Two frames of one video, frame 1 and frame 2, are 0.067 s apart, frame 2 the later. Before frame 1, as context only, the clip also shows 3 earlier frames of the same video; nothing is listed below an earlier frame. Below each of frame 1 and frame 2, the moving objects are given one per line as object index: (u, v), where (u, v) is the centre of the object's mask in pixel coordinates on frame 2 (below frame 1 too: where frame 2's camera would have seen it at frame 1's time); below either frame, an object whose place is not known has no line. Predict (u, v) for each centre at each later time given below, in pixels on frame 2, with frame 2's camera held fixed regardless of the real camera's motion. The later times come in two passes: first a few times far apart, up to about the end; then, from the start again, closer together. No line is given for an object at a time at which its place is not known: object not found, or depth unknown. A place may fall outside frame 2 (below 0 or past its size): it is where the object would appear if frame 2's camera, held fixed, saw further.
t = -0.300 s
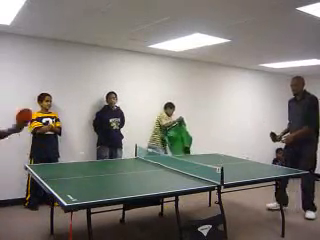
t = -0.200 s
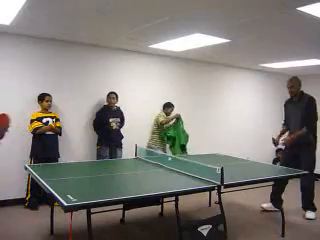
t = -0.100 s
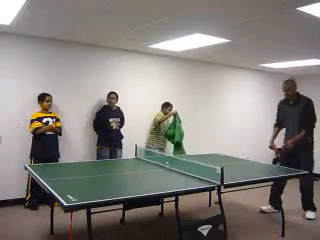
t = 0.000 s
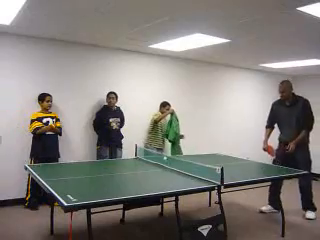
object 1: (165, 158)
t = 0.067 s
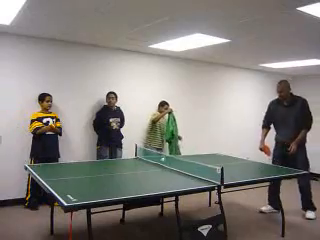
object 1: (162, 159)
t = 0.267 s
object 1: (157, 161)
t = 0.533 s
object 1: (149, 162)
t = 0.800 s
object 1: (140, 164)
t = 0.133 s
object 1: (160, 165)
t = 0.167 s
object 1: (159, 166)
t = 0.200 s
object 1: (157, 163)
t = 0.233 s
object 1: (157, 161)
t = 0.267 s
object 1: (157, 161)
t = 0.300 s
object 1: (156, 160)
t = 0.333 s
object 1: (154, 161)
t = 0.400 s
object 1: (152, 165)
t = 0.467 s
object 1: (151, 164)
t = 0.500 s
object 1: (150, 162)
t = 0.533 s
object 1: (149, 162)
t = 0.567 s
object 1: (148, 162)
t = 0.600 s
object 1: (147, 163)
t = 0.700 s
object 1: (144, 166)
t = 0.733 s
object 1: (143, 165)
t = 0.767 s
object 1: (141, 164)
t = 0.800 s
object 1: (140, 164)
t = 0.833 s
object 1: (139, 165)
